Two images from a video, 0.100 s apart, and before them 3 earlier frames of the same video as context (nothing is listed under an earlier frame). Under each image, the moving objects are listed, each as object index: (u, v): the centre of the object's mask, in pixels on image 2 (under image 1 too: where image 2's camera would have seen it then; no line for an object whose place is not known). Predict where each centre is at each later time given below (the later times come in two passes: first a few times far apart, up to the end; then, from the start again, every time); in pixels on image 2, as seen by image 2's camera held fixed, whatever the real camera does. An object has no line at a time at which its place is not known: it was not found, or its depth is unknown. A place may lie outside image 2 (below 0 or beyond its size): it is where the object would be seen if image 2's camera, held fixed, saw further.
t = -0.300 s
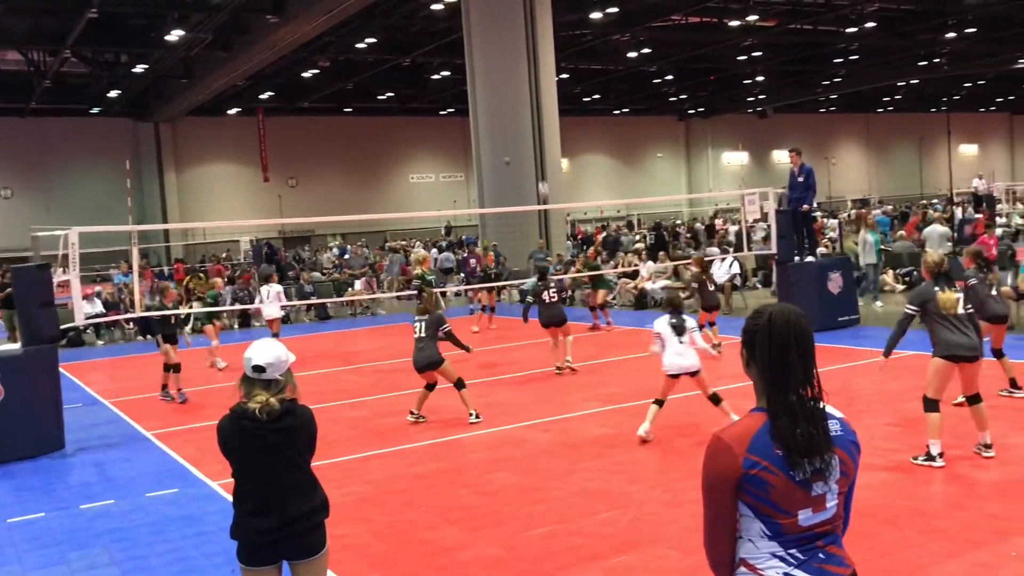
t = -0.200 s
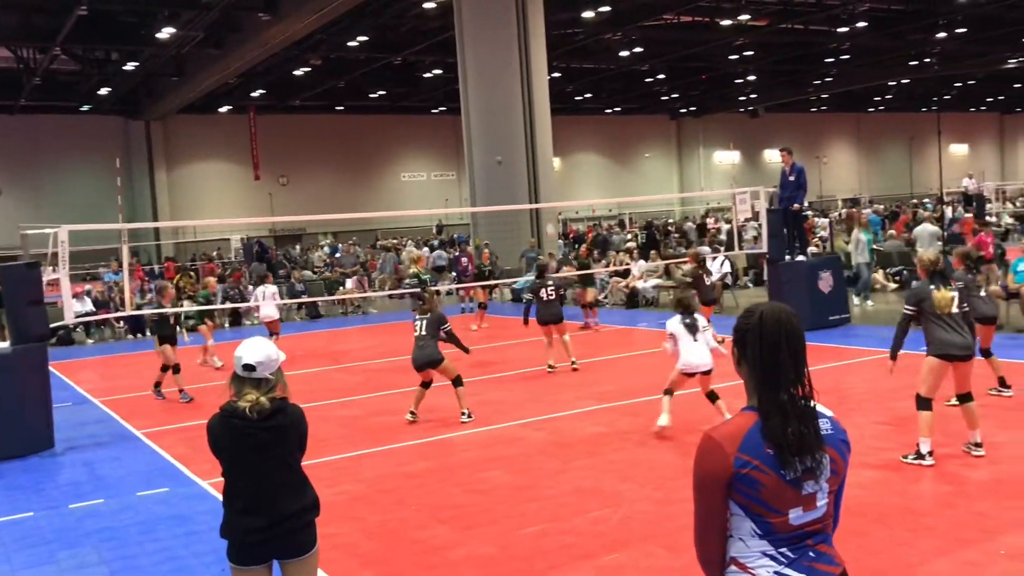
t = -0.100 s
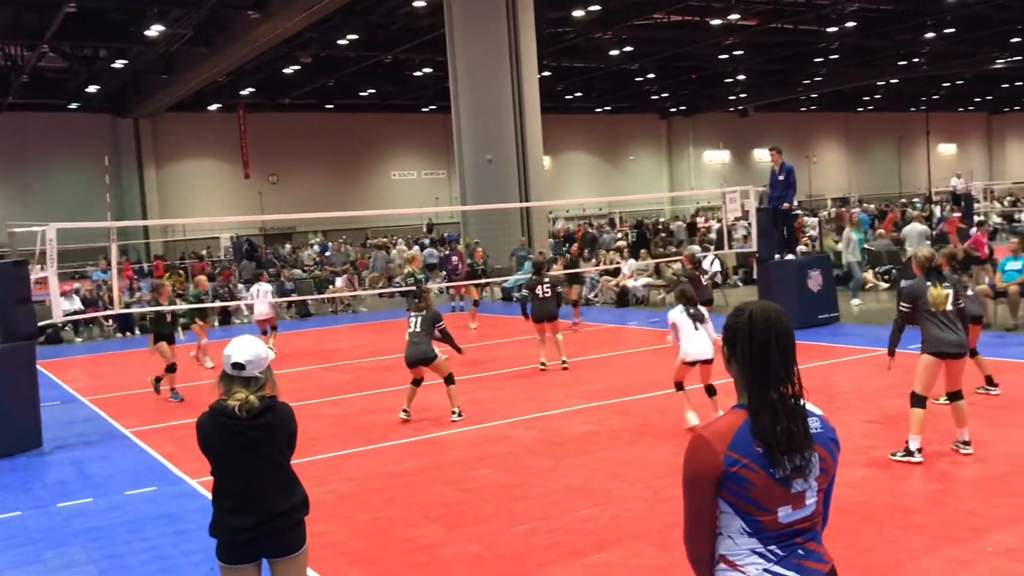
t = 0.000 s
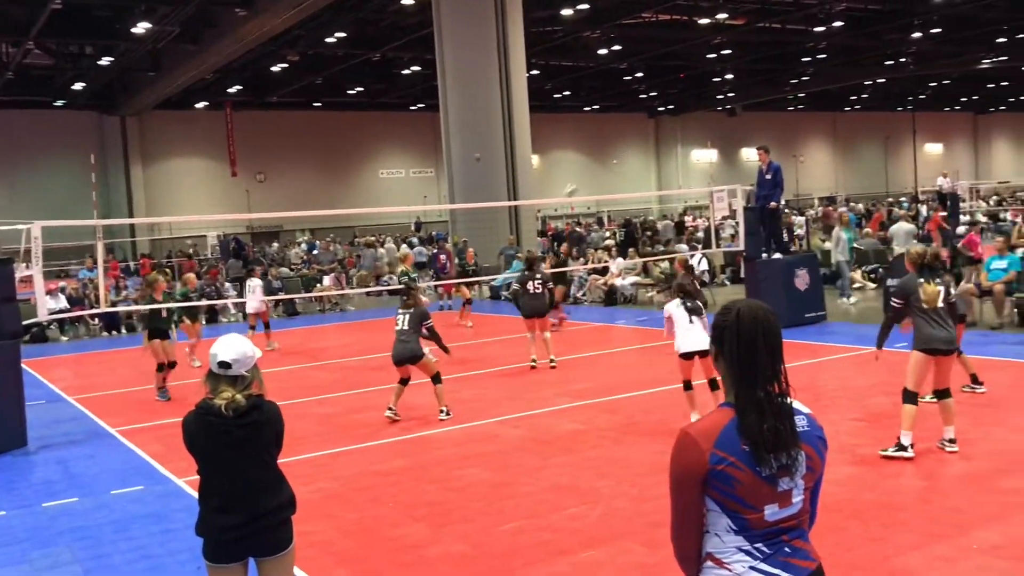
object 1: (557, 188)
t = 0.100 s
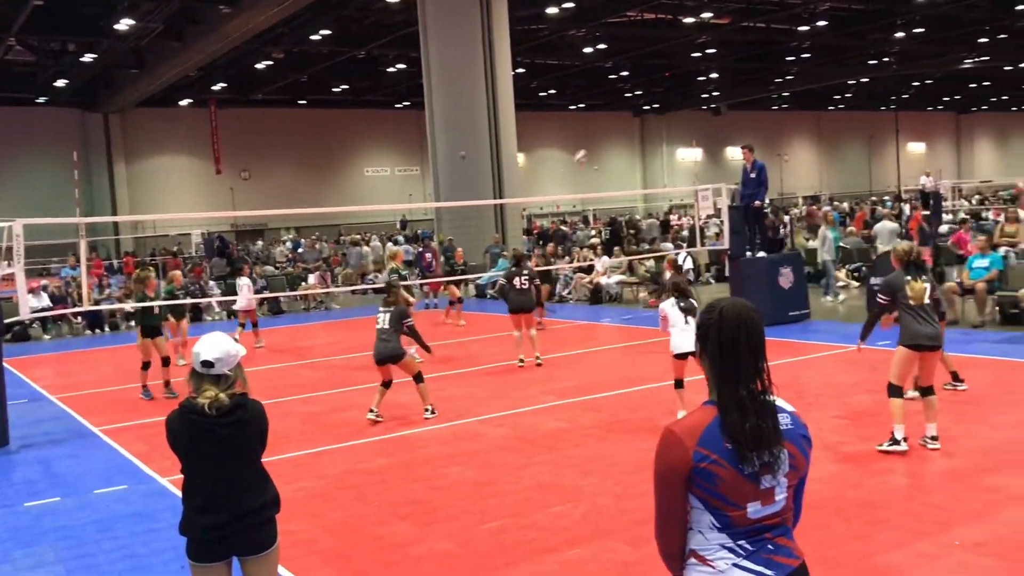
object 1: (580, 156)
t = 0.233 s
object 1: (615, 123)
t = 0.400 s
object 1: (668, 94)
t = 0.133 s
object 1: (589, 147)
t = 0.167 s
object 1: (597, 139)
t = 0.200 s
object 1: (605, 131)
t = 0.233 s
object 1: (615, 123)
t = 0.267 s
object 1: (625, 116)
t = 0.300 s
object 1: (634, 110)
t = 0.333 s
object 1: (645, 104)
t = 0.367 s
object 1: (656, 99)
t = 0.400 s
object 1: (668, 94)
